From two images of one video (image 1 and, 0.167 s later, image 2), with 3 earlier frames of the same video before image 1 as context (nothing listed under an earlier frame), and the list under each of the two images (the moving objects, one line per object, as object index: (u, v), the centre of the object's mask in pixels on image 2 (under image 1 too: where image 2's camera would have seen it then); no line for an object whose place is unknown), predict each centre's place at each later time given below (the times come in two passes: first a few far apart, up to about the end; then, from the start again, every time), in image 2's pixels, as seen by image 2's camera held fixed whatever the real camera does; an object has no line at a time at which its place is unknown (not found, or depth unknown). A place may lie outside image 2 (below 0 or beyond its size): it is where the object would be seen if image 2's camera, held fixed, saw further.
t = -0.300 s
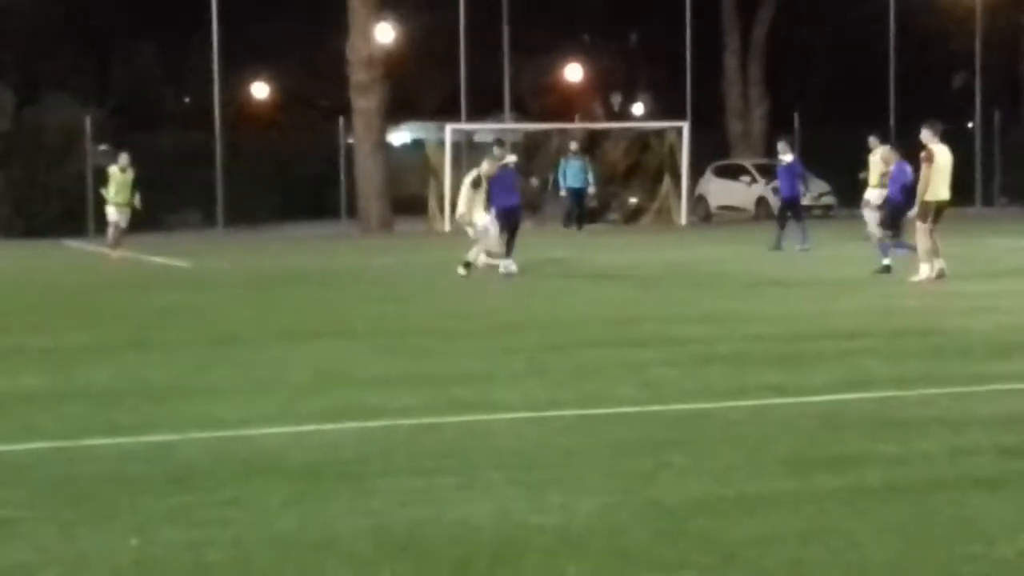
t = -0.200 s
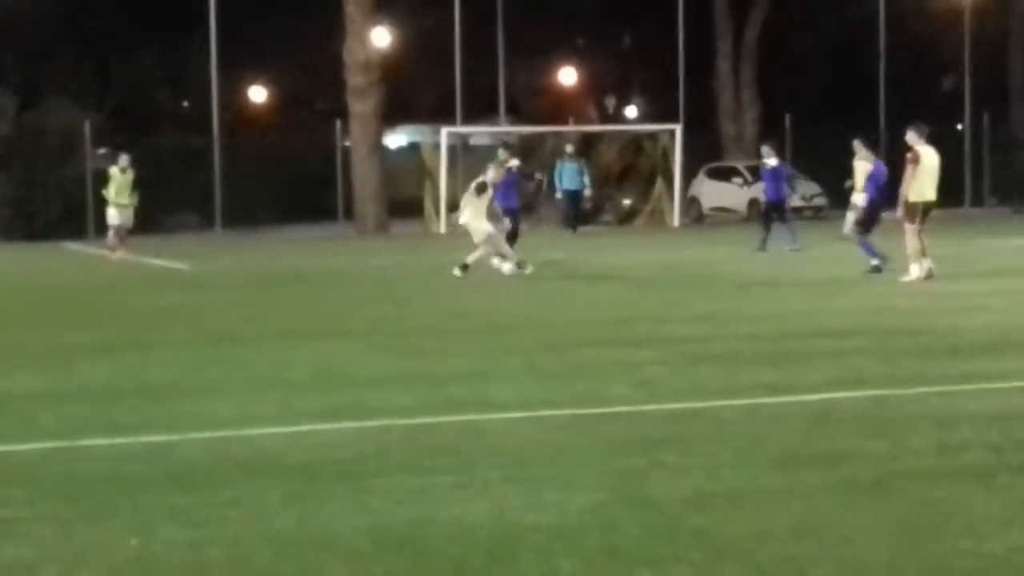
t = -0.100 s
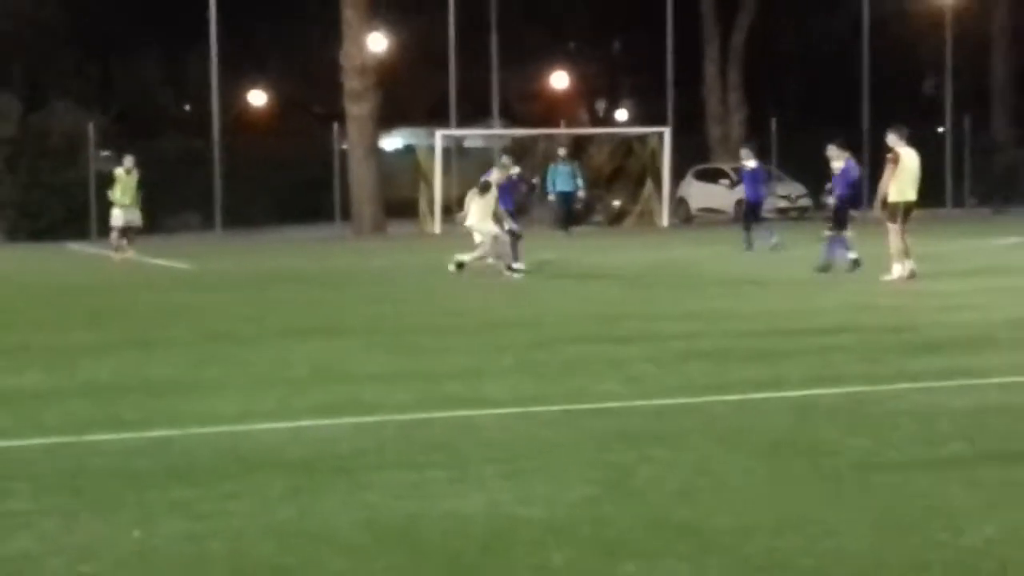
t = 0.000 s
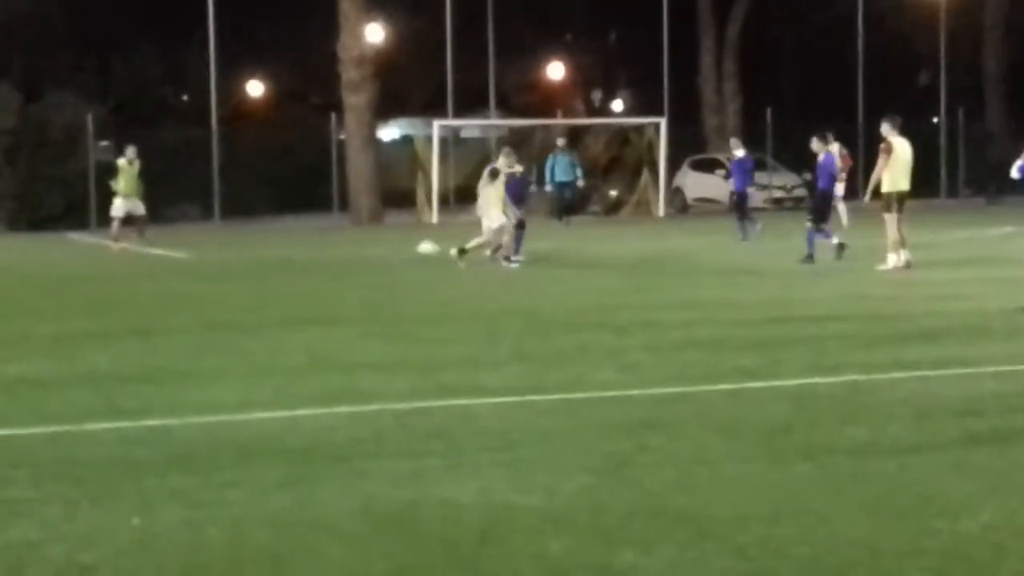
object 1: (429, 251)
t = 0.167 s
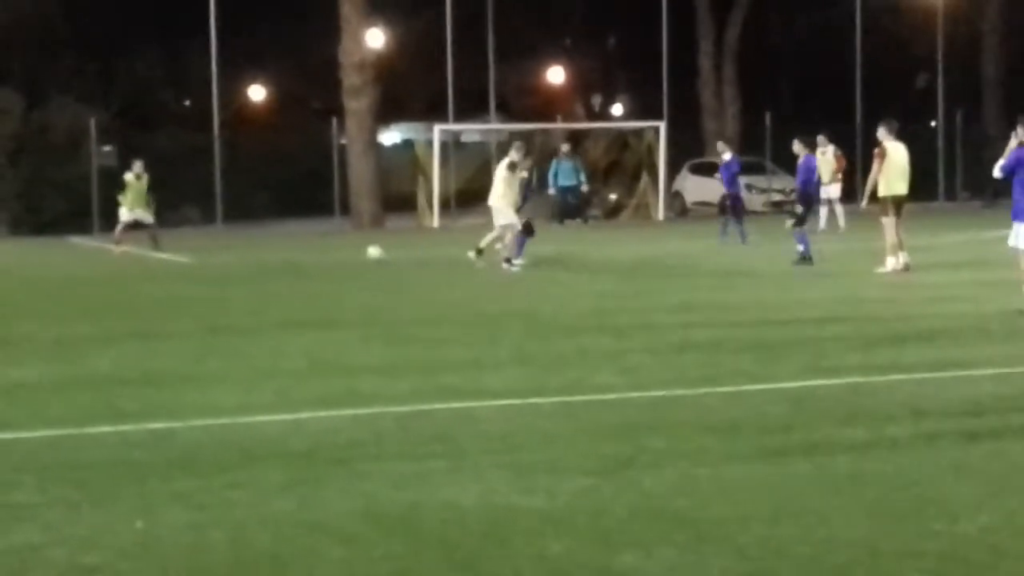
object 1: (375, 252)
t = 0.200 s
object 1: (367, 251)
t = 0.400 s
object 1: (315, 254)
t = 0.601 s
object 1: (276, 251)
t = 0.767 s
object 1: (249, 249)
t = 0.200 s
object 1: (367, 251)
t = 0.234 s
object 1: (358, 250)
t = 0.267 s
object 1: (349, 248)
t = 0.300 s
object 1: (339, 249)
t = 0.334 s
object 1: (334, 252)
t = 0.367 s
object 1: (325, 253)
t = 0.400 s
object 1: (315, 254)
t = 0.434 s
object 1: (310, 253)
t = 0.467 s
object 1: (303, 251)
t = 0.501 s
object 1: (297, 251)
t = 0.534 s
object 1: (288, 252)
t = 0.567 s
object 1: (282, 252)
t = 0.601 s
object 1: (276, 251)
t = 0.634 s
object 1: (272, 250)
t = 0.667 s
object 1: (266, 248)
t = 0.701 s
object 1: (261, 248)
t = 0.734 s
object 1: (254, 249)
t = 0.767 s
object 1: (249, 249)
